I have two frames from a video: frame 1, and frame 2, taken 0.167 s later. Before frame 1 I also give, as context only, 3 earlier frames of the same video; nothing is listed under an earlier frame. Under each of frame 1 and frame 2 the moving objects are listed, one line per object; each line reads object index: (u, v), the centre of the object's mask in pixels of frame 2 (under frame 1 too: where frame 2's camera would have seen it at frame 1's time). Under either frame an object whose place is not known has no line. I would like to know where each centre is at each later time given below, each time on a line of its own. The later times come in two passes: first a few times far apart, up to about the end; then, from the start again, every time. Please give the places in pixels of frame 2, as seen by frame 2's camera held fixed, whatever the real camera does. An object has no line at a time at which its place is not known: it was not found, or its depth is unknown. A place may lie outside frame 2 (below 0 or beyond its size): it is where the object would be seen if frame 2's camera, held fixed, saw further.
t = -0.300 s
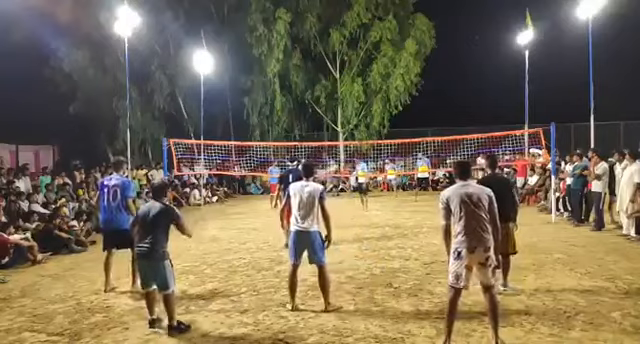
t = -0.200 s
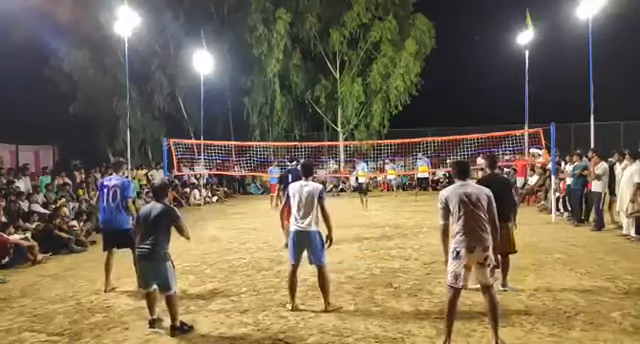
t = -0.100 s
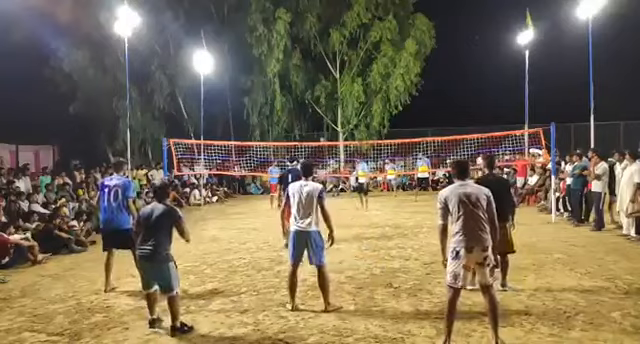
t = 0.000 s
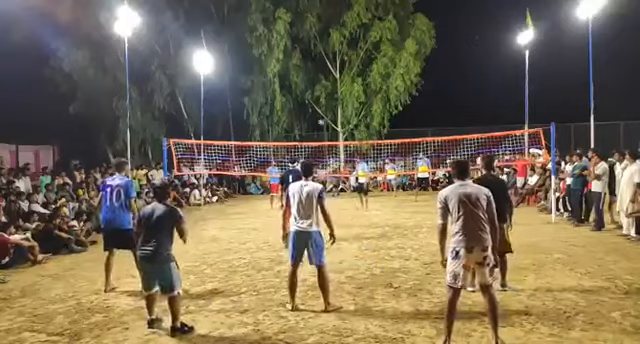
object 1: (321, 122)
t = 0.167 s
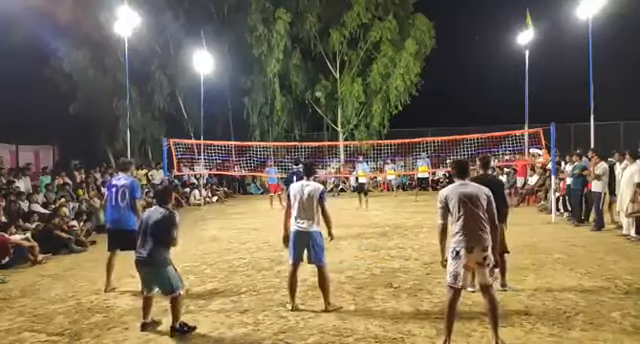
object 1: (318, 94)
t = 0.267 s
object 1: (316, 79)
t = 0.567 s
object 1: (312, 47)
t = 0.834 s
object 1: (305, 42)
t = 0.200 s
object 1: (317, 90)
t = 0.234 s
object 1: (317, 85)
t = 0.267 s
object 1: (316, 79)
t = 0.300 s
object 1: (316, 75)
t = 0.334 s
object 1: (316, 71)
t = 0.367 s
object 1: (315, 67)
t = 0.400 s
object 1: (315, 63)
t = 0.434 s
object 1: (314, 59)
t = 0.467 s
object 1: (313, 56)
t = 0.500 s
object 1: (313, 52)
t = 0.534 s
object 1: (312, 50)
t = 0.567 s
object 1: (312, 47)
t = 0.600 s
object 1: (311, 45)
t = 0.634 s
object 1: (310, 43)
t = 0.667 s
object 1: (309, 42)
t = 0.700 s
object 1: (309, 41)
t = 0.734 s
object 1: (308, 40)
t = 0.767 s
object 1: (307, 40)
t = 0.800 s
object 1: (306, 41)
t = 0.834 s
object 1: (305, 42)
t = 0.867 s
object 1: (304, 44)
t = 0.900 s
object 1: (303, 47)
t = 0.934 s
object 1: (302, 50)
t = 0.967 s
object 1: (302, 54)
